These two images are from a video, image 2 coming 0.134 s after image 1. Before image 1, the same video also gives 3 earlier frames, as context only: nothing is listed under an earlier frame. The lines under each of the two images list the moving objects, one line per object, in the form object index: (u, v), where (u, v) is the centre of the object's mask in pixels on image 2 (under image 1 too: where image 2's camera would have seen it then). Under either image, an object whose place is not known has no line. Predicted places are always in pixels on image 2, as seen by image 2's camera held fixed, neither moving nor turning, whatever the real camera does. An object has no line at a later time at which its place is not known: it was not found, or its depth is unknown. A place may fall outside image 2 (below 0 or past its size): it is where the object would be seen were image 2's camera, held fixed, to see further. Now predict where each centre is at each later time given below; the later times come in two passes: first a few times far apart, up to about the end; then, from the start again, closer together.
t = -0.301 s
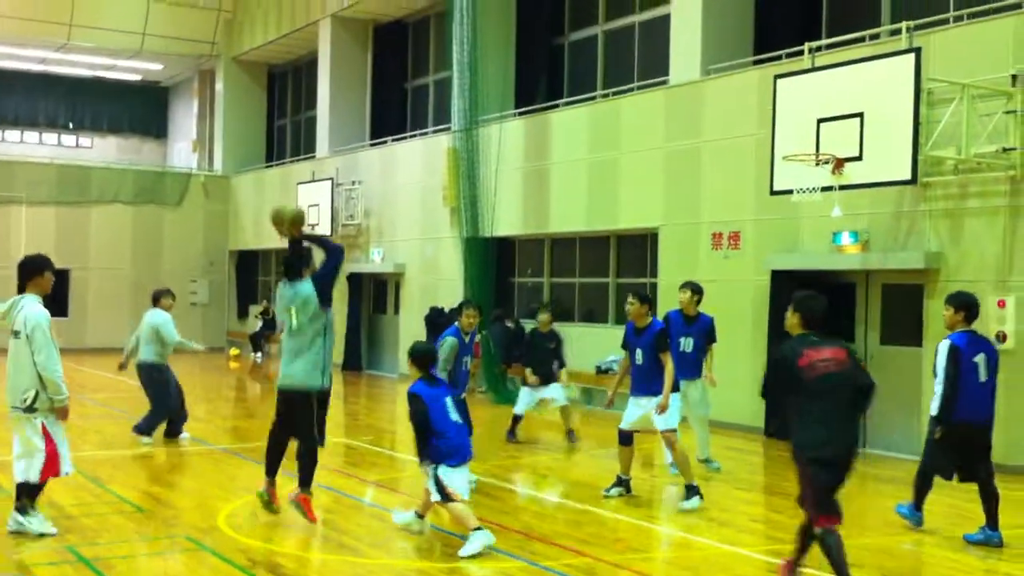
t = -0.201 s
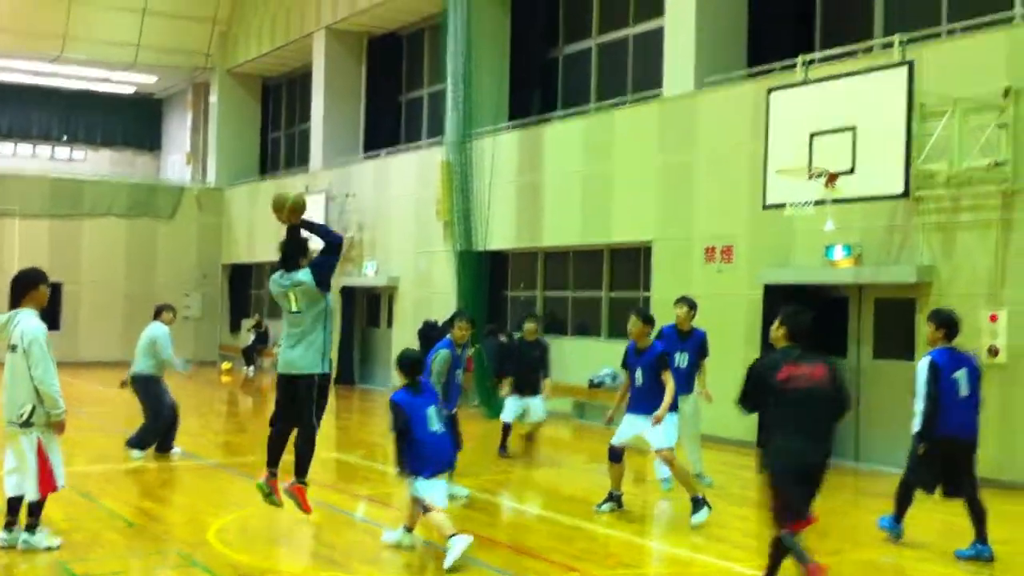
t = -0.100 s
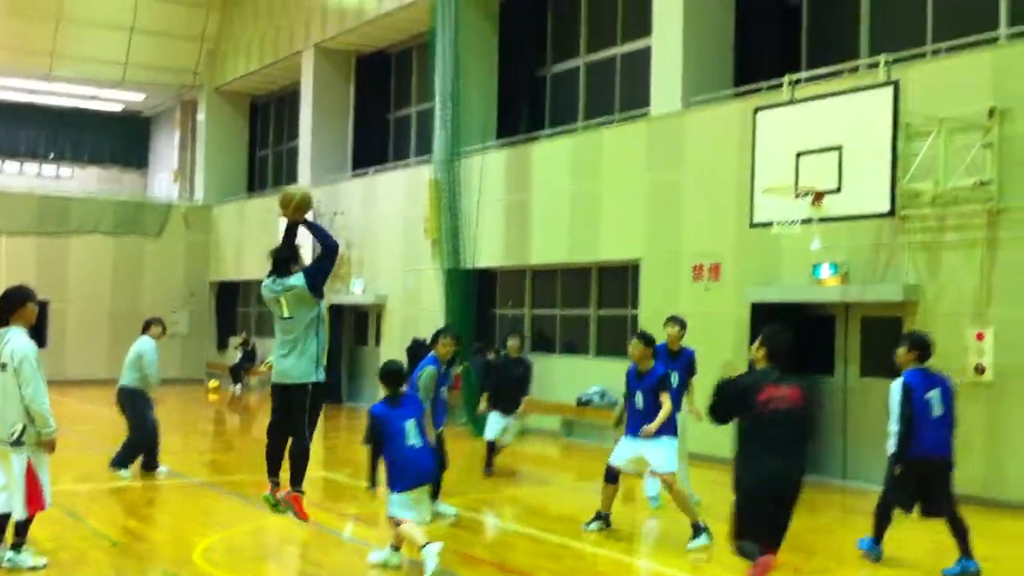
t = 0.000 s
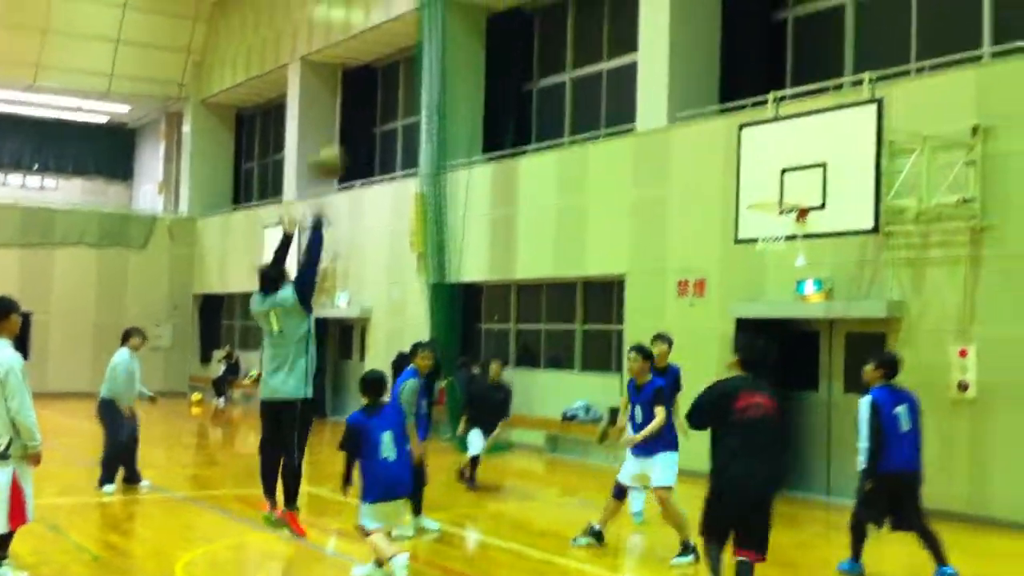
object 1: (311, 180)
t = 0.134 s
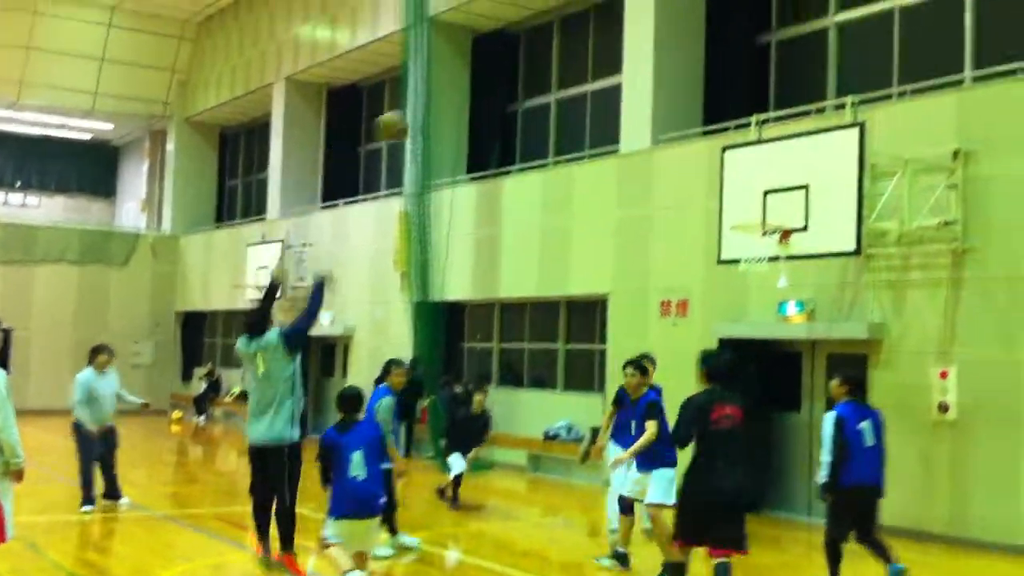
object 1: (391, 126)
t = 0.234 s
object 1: (445, 101)
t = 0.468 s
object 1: (555, 89)
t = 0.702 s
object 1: (651, 141)
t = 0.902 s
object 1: (719, 217)
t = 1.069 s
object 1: (714, 290)
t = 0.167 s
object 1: (411, 115)
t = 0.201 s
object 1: (427, 106)
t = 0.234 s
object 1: (445, 101)
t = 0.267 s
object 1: (463, 94)
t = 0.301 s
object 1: (480, 91)
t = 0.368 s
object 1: (510, 88)
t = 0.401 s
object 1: (525, 87)
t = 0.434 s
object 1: (540, 87)
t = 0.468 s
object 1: (555, 89)
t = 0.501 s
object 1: (570, 92)
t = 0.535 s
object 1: (585, 98)
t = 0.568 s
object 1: (600, 103)
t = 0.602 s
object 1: (612, 110)
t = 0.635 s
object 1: (626, 118)
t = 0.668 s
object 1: (638, 129)
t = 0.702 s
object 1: (651, 141)
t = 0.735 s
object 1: (663, 148)
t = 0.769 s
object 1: (675, 162)
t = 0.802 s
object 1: (686, 174)
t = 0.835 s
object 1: (698, 188)
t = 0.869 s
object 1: (708, 202)
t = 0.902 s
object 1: (719, 217)
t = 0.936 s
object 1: (731, 234)
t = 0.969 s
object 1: (740, 249)
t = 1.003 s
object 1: (732, 263)
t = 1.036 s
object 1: (725, 275)
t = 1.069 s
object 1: (714, 290)
